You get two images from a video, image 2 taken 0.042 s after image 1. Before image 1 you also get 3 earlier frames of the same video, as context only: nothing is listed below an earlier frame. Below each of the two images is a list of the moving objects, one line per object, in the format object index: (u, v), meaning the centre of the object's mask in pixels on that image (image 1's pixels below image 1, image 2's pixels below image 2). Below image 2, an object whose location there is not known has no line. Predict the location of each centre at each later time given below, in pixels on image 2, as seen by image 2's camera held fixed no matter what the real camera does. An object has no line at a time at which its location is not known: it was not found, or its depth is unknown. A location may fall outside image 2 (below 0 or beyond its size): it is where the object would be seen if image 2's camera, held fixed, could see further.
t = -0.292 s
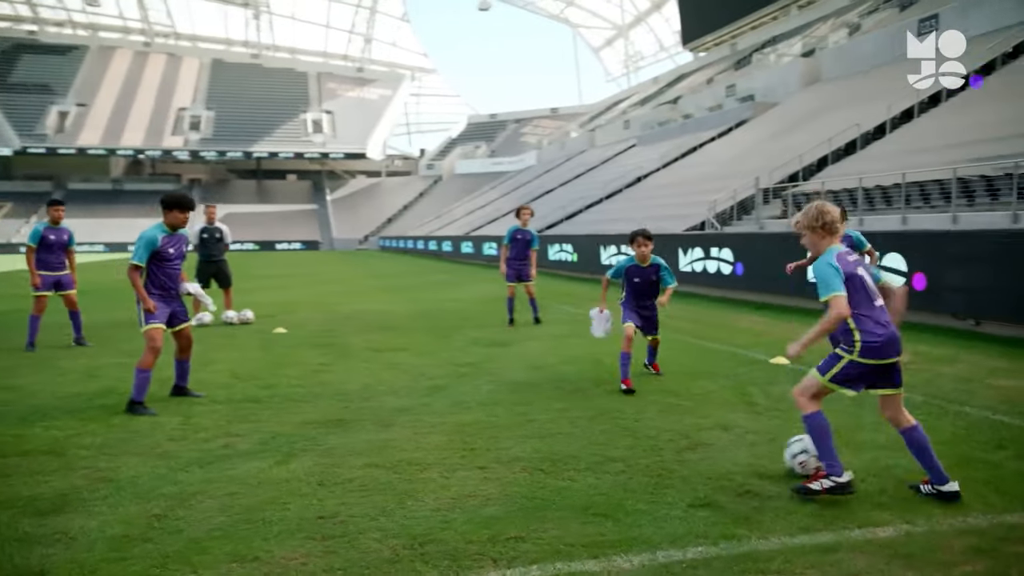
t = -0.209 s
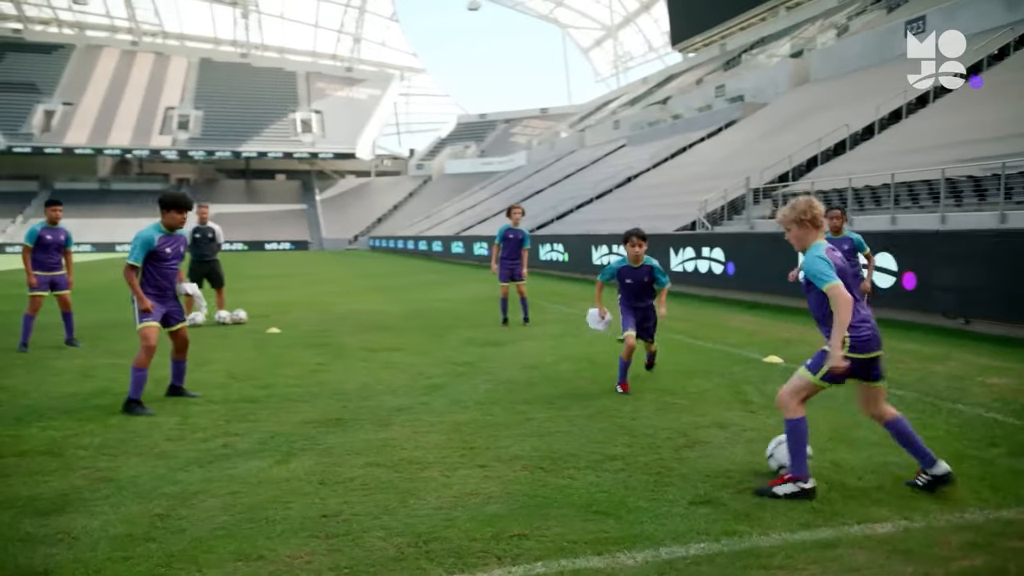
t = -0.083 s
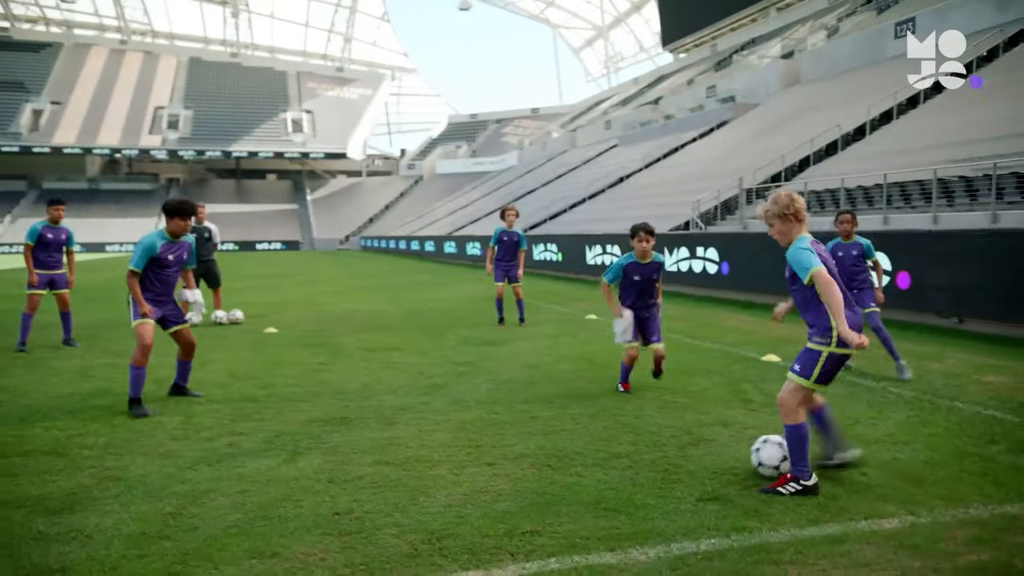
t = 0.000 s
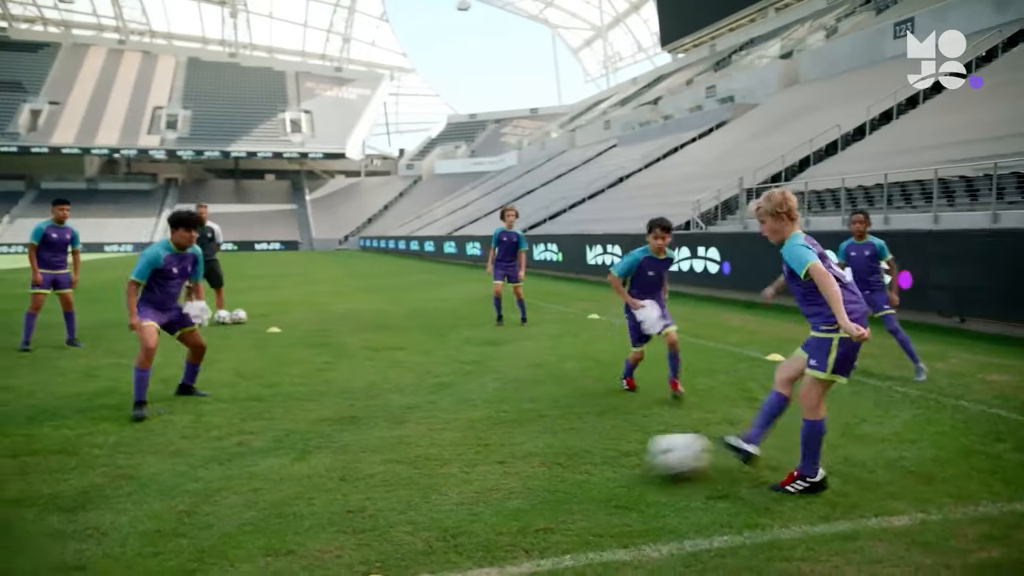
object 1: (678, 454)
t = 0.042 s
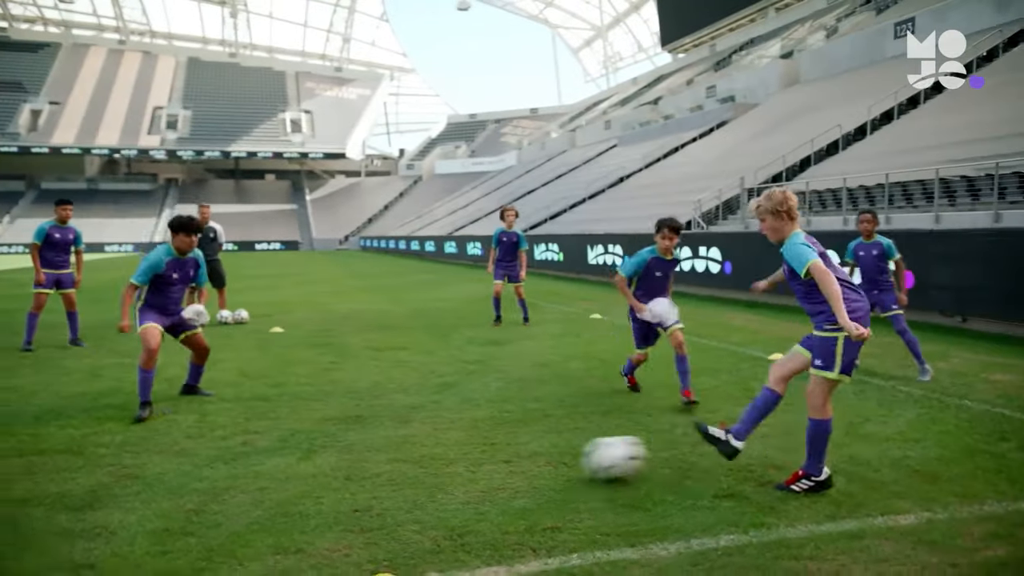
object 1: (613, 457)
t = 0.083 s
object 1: (545, 462)
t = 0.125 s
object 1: (478, 461)
